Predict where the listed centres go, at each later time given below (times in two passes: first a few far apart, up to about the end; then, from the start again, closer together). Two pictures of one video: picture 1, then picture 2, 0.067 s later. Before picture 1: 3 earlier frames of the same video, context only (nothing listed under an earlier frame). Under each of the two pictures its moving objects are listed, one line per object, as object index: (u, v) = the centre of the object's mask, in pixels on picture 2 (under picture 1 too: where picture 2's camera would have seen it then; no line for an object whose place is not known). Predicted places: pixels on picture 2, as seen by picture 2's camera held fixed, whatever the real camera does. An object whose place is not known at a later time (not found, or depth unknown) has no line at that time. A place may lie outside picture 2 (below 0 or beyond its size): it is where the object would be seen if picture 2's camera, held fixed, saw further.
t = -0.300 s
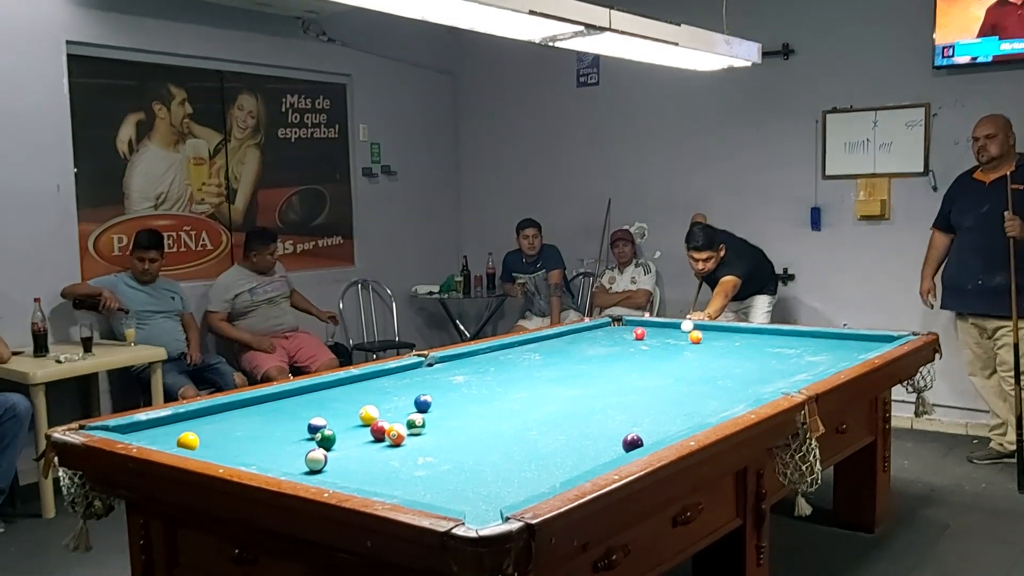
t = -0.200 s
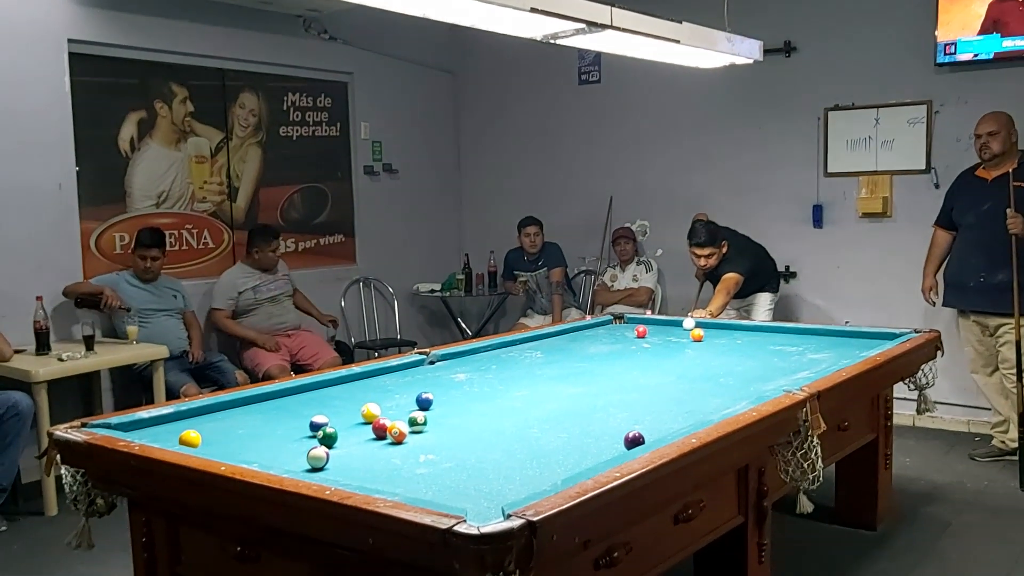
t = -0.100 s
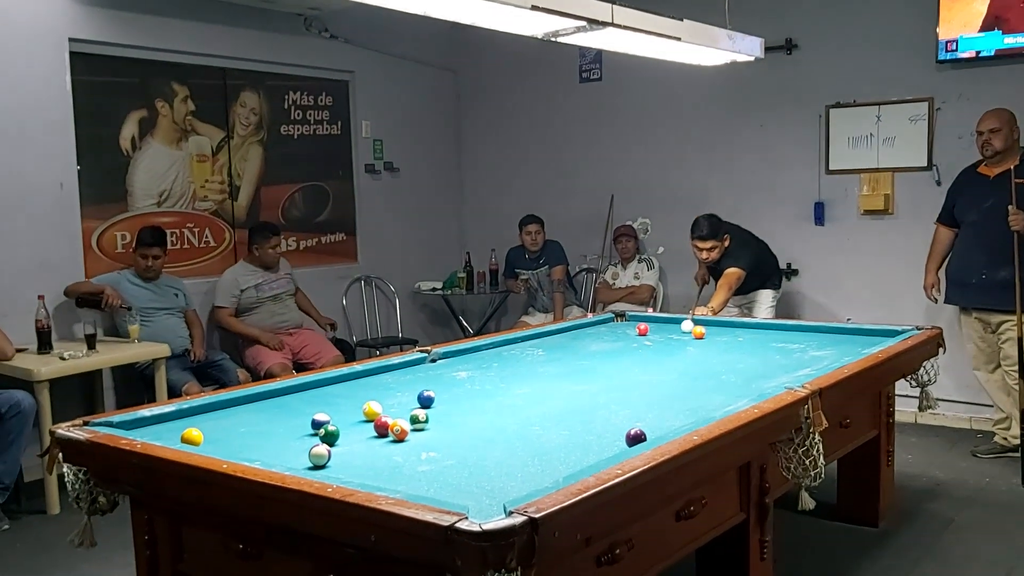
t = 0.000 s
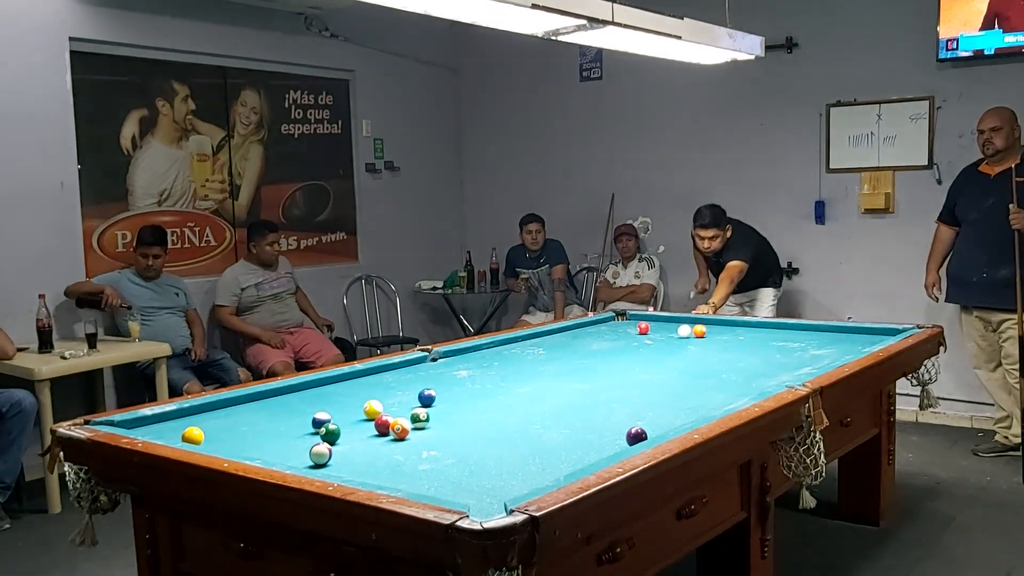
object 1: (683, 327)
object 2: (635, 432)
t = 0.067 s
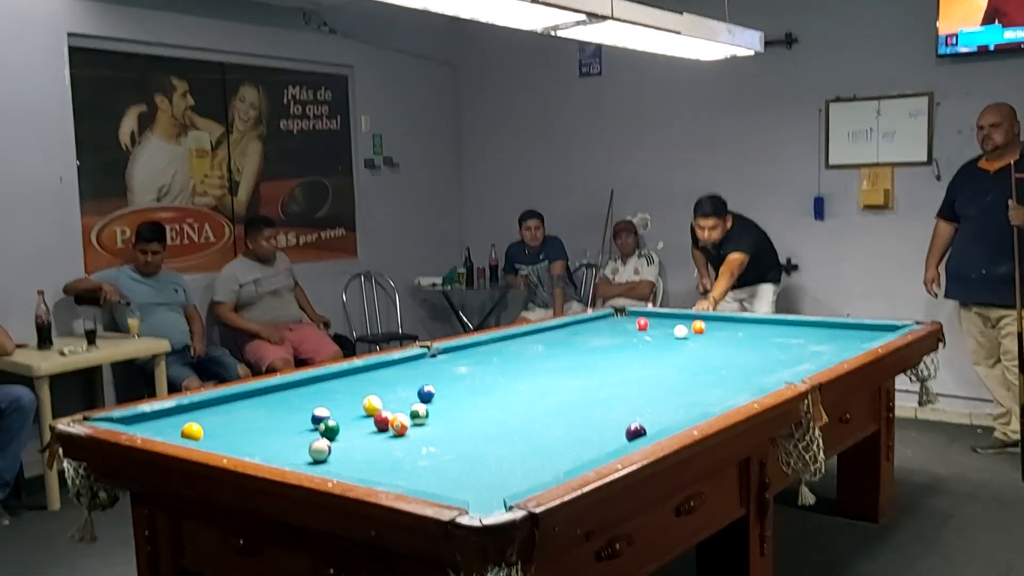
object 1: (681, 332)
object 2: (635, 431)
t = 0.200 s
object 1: (675, 341)
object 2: (635, 432)
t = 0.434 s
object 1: (663, 360)
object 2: (635, 432)
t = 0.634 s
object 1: (651, 381)
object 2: (635, 432)
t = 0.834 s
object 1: (635, 407)
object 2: (635, 432)
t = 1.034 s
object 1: (600, 434)
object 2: (637, 433)
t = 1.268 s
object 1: (513, 461)
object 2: (585, 435)
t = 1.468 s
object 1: (426, 484)
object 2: (544, 432)
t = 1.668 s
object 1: (459, 471)
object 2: (504, 431)
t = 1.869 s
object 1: (486, 455)
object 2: (466, 430)
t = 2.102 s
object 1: (515, 440)
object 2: (424, 427)
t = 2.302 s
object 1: (532, 430)
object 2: (412, 428)
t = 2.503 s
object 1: (551, 419)
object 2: (403, 428)
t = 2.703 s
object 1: (569, 409)
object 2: (396, 428)
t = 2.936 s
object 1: (586, 399)
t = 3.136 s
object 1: (600, 391)
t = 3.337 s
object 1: (614, 384)
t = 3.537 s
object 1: (625, 377)
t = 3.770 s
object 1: (637, 371)
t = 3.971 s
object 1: (647, 365)
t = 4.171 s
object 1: (655, 360)
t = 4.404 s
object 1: (665, 355)
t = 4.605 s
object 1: (672, 351)
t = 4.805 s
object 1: (678, 347)
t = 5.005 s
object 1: (685, 344)
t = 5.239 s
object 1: (691, 340)
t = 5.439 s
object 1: (695, 338)
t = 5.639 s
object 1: (701, 334)
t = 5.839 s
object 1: (706, 332)
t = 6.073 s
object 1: (711, 329)
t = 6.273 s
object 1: (715, 327)
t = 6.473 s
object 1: (719, 325)
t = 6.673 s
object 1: (723, 323)
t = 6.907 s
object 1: (726, 321)
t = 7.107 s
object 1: (730, 319)
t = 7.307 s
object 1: (732, 318)
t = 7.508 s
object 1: (729, 318)
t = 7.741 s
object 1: (726, 319)
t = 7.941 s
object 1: (723, 320)
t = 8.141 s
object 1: (721, 320)
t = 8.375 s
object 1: (719, 321)
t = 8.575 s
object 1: (718, 321)
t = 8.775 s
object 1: (718, 322)
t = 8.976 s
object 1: (717, 322)
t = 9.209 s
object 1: (717, 322)
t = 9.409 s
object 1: (717, 322)
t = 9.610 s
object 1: (717, 322)
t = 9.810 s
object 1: (717, 322)
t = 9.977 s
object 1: (717, 322)
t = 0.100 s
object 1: (679, 334)
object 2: (635, 432)
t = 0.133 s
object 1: (678, 336)
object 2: (635, 432)
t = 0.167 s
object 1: (677, 339)
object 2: (635, 432)
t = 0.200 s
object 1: (675, 341)
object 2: (635, 432)
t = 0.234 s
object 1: (673, 343)
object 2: (635, 432)
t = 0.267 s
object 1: (672, 346)
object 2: (635, 432)
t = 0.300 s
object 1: (670, 348)
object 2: (635, 432)
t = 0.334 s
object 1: (668, 351)
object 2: (635, 432)
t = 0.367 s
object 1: (667, 354)
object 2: (635, 432)
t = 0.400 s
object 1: (665, 357)
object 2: (635, 432)
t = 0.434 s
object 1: (663, 360)
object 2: (635, 432)
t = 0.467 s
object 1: (661, 363)
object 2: (635, 432)
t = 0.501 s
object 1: (659, 367)
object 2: (635, 432)
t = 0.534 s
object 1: (657, 370)
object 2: (635, 432)
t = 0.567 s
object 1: (655, 373)
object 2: (635, 432)
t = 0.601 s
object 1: (653, 377)
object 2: (635, 432)
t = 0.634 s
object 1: (651, 381)
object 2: (635, 432)
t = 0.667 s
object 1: (648, 385)
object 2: (635, 432)
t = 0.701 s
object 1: (646, 389)
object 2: (635, 432)
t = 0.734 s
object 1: (643, 393)
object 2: (635, 432)
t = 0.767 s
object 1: (641, 397)
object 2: (635, 432)
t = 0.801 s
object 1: (638, 401)
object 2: (635, 432)
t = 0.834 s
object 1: (635, 407)
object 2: (635, 432)
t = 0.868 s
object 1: (632, 411)
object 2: (635, 432)
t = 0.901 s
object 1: (629, 415)
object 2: (635, 432)
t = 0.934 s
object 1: (625, 420)
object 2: (635, 432)
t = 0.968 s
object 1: (621, 427)
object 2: (635, 432)
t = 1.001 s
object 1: (613, 431)
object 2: (641, 432)
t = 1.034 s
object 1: (600, 434)
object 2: (637, 433)
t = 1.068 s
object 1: (587, 437)
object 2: (629, 434)
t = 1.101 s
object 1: (575, 441)
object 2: (621, 435)
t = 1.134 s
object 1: (563, 444)
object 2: (614, 436)
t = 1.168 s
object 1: (551, 448)
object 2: (607, 436)
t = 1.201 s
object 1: (538, 452)
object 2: (600, 435)
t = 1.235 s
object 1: (525, 456)
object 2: (592, 435)
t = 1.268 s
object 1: (513, 461)
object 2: (585, 435)
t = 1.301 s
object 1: (499, 466)
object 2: (578, 434)
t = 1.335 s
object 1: (485, 469)
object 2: (571, 434)
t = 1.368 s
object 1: (470, 474)
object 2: (564, 434)
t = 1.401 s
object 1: (456, 479)
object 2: (557, 433)
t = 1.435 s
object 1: (441, 482)
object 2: (551, 433)
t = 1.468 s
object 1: (426, 484)
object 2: (544, 432)
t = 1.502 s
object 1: (429, 483)
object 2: (537, 432)
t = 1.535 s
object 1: (437, 482)
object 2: (530, 432)
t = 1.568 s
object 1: (443, 480)
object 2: (523, 432)
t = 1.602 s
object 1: (449, 476)
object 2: (517, 431)
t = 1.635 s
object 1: (454, 474)
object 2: (510, 431)
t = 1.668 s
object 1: (459, 471)
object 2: (504, 431)
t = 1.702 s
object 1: (464, 468)
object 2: (497, 431)
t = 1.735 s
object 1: (469, 465)
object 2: (491, 430)
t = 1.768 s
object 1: (473, 463)
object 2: (485, 430)
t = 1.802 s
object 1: (478, 460)
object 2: (478, 430)
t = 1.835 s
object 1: (482, 458)
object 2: (472, 430)
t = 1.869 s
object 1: (486, 455)
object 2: (466, 430)
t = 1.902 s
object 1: (491, 453)
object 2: (460, 429)
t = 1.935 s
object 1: (495, 451)
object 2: (454, 429)
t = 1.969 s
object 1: (499, 448)
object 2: (448, 429)
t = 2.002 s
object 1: (503, 447)
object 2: (442, 428)
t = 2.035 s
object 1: (507, 444)
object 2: (436, 428)
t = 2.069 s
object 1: (511, 442)
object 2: (430, 427)
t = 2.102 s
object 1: (515, 440)
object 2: (424, 427)
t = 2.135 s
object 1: (518, 438)
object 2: (418, 427)
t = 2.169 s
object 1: (522, 436)
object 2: (417, 427)
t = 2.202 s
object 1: (525, 434)
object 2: (415, 427)
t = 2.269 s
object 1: (529, 431)
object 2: (414, 427)
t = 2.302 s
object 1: (532, 430)
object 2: (412, 428)
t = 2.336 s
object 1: (535, 428)
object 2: (411, 427)
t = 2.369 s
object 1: (539, 426)
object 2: (409, 428)
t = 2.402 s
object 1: (542, 424)
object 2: (408, 428)
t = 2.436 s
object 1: (545, 422)
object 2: (406, 428)
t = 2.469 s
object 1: (548, 421)
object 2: (405, 428)
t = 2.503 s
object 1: (551, 419)
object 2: (403, 428)
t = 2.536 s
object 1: (554, 417)
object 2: (402, 428)
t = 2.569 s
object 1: (557, 416)
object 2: (401, 428)
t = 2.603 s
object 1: (560, 414)
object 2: (399, 428)
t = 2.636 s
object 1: (563, 412)
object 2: (398, 428)
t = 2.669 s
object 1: (566, 411)
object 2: (397, 428)
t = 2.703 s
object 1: (569, 409)
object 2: (396, 428)
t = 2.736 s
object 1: (571, 408)
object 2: (394, 428)
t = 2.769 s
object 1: (574, 406)
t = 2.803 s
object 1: (576, 405)
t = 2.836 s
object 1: (579, 403)
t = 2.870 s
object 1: (582, 402)
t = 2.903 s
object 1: (584, 400)
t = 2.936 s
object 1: (586, 399)
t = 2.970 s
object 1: (589, 398)
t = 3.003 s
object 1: (591, 396)
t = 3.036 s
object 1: (593, 395)
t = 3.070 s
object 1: (596, 394)
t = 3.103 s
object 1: (598, 392)
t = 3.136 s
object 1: (600, 391)
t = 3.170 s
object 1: (602, 390)
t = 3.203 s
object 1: (604, 389)
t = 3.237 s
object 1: (606, 388)
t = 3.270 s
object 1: (610, 386)
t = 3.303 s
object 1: (612, 385)
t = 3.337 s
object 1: (614, 384)
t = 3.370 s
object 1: (616, 382)
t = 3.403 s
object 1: (618, 381)
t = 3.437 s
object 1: (620, 380)
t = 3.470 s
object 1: (622, 379)
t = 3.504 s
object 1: (624, 378)
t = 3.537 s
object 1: (625, 377)
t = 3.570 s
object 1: (627, 376)
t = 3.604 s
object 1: (629, 375)
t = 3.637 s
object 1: (631, 374)
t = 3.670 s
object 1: (633, 373)
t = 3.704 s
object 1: (634, 372)
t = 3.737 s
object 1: (636, 371)
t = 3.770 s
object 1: (637, 371)
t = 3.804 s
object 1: (639, 370)
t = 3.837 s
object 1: (641, 368)
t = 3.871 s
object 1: (642, 367)
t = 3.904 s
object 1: (644, 367)
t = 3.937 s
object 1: (645, 366)
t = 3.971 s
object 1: (647, 365)
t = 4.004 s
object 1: (648, 364)
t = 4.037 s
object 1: (650, 363)
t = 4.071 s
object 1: (651, 363)
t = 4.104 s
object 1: (653, 362)
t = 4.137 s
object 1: (654, 361)
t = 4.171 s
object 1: (655, 360)
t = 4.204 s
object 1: (657, 360)
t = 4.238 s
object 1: (658, 359)
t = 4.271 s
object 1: (659, 358)
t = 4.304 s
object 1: (661, 357)
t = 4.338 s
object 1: (662, 357)
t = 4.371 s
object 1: (663, 356)
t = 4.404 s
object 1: (665, 355)
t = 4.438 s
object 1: (666, 355)
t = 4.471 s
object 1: (667, 354)
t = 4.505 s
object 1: (668, 353)
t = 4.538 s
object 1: (670, 352)
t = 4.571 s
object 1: (671, 352)
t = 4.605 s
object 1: (672, 351)
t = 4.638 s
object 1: (673, 351)
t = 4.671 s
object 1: (674, 350)
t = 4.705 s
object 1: (675, 349)
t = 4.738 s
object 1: (676, 349)
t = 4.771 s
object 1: (677, 348)
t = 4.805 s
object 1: (678, 347)
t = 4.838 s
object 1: (679, 347)
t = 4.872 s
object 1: (680, 346)
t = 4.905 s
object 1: (682, 346)
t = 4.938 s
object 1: (683, 345)
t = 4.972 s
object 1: (683, 345)
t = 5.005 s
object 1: (685, 344)
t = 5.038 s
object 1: (686, 343)
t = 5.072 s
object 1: (687, 343)
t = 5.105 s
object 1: (688, 343)
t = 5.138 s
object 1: (688, 342)
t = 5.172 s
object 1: (689, 342)
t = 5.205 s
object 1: (690, 341)
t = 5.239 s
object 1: (691, 340)
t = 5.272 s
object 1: (692, 340)
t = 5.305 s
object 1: (693, 340)
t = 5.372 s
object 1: (694, 339)
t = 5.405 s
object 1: (695, 339)
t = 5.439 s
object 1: (695, 338)
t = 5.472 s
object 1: (696, 337)
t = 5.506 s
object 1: (697, 337)
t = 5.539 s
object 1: (698, 336)
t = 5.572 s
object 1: (699, 336)
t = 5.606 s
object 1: (700, 335)
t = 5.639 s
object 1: (701, 334)
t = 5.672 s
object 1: (702, 334)
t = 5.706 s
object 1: (703, 334)
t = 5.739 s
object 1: (703, 333)
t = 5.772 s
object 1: (704, 333)
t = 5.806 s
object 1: (705, 332)
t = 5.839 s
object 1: (706, 332)
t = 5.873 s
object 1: (706, 332)
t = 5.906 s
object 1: (707, 331)
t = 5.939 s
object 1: (708, 331)
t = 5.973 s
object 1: (708, 330)
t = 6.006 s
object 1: (709, 330)
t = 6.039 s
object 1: (710, 329)
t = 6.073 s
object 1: (711, 329)
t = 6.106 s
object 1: (711, 329)
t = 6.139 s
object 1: (712, 328)
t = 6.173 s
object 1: (713, 328)
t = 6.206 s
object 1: (714, 328)
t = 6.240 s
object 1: (714, 328)
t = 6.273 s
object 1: (715, 327)
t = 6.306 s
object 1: (716, 327)
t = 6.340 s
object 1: (716, 326)
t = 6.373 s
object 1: (717, 326)
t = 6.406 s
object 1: (717, 326)
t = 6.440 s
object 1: (718, 325)
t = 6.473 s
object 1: (719, 325)
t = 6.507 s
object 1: (720, 325)
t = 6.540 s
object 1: (720, 325)
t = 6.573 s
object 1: (721, 324)
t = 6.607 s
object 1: (721, 324)
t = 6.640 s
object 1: (722, 323)
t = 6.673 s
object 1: (723, 323)
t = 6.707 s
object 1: (723, 323)
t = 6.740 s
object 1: (724, 323)
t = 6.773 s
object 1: (724, 322)
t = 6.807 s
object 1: (725, 322)
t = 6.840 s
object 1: (725, 322)
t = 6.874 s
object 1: (726, 321)
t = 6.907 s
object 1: (726, 321)
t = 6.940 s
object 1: (727, 321)
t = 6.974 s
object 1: (728, 321)
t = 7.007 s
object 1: (728, 320)
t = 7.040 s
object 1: (729, 320)
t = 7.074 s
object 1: (729, 319)
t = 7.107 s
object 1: (730, 319)
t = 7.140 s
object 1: (730, 319)
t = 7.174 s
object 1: (731, 319)
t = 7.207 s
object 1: (731, 319)
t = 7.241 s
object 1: (731, 318)
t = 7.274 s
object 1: (732, 318)
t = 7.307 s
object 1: (732, 318)
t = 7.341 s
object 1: (732, 318)
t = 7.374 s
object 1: (731, 318)
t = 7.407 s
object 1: (731, 318)
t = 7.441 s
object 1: (730, 318)
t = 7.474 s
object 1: (730, 318)
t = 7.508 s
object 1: (729, 318)
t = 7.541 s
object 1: (729, 318)
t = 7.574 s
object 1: (728, 319)
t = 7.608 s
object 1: (728, 319)
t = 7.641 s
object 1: (727, 319)
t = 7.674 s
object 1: (727, 319)
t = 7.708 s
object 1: (726, 319)
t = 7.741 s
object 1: (726, 319)
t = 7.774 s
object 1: (726, 319)
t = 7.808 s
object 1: (725, 319)
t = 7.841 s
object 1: (725, 319)
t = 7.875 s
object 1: (724, 320)
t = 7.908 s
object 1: (724, 320)
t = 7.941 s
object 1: (723, 320)
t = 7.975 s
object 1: (723, 320)
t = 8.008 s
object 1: (723, 320)
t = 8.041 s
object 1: (722, 320)
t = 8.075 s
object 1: (722, 320)
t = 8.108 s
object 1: (722, 320)
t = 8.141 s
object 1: (721, 320)
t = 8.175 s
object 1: (721, 320)
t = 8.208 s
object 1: (721, 320)
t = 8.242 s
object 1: (720, 321)
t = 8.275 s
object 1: (720, 321)
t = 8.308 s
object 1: (720, 321)
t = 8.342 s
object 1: (719, 321)
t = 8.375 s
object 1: (719, 321)
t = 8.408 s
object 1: (719, 321)
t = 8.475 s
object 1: (719, 321)
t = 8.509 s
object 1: (719, 321)
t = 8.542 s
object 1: (718, 321)
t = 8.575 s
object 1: (718, 321)
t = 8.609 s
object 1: (718, 321)
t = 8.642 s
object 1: (718, 321)
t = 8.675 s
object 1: (718, 321)
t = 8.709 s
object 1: (718, 321)
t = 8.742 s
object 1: (718, 321)
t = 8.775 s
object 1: (718, 322)
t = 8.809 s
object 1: (717, 322)
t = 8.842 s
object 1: (717, 322)
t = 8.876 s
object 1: (718, 322)
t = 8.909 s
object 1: (717, 322)
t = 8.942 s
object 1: (718, 322)
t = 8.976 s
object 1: (717, 322)
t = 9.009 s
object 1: (718, 322)
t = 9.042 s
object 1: (717, 322)
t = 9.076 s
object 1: (718, 322)
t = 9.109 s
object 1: (717, 322)
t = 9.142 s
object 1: (718, 322)
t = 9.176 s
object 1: (717, 322)
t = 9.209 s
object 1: (717, 322)
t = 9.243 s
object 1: (717, 322)
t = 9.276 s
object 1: (717, 322)
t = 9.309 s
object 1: (717, 322)
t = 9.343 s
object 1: (717, 322)
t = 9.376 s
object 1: (717, 322)
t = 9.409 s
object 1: (717, 322)
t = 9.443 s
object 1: (717, 322)
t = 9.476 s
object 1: (717, 322)
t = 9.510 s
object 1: (717, 322)
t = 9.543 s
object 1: (717, 322)
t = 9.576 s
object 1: (717, 322)
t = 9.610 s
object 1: (717, 322)
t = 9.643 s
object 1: (717, 322)
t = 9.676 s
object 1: (717, 322)
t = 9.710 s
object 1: (717, 322)
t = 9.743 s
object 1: (717, 322)
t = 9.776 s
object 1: (717, 322)
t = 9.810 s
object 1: (717, 322)
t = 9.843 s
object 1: (716, 322)
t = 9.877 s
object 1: (717, 322)
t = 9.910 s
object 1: (717, 322)
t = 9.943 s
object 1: (717, 322)
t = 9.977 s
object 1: (717, 322)
